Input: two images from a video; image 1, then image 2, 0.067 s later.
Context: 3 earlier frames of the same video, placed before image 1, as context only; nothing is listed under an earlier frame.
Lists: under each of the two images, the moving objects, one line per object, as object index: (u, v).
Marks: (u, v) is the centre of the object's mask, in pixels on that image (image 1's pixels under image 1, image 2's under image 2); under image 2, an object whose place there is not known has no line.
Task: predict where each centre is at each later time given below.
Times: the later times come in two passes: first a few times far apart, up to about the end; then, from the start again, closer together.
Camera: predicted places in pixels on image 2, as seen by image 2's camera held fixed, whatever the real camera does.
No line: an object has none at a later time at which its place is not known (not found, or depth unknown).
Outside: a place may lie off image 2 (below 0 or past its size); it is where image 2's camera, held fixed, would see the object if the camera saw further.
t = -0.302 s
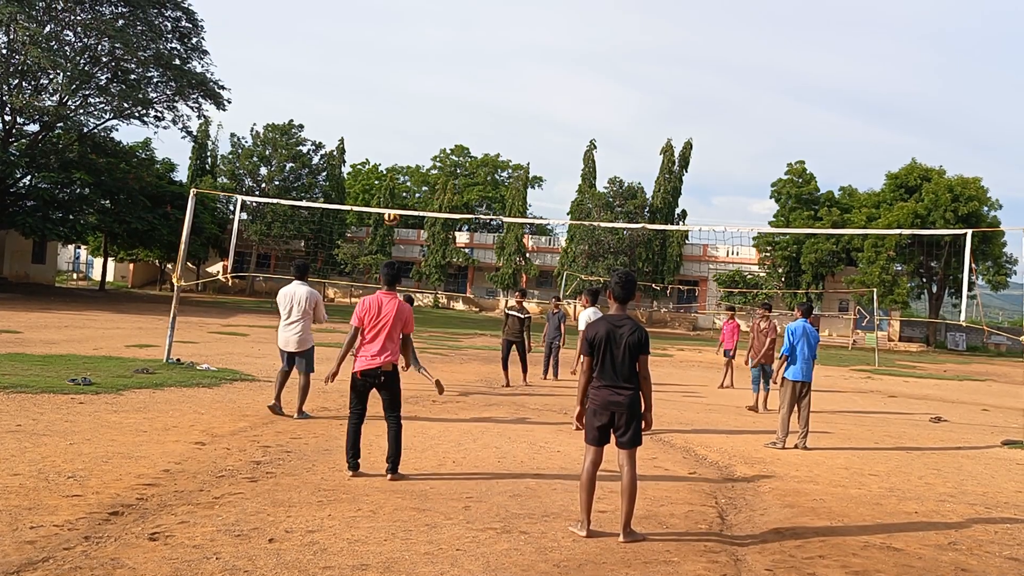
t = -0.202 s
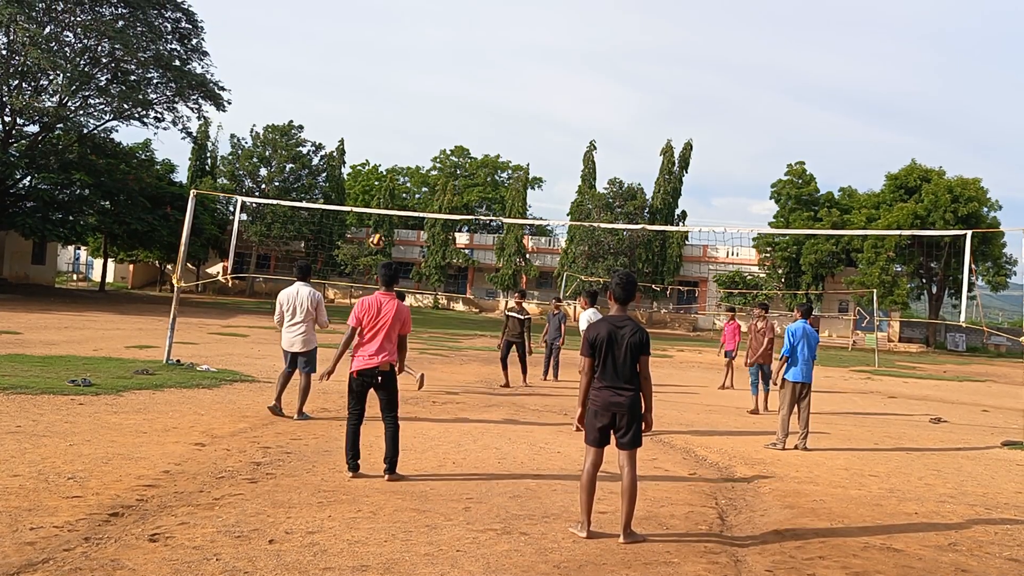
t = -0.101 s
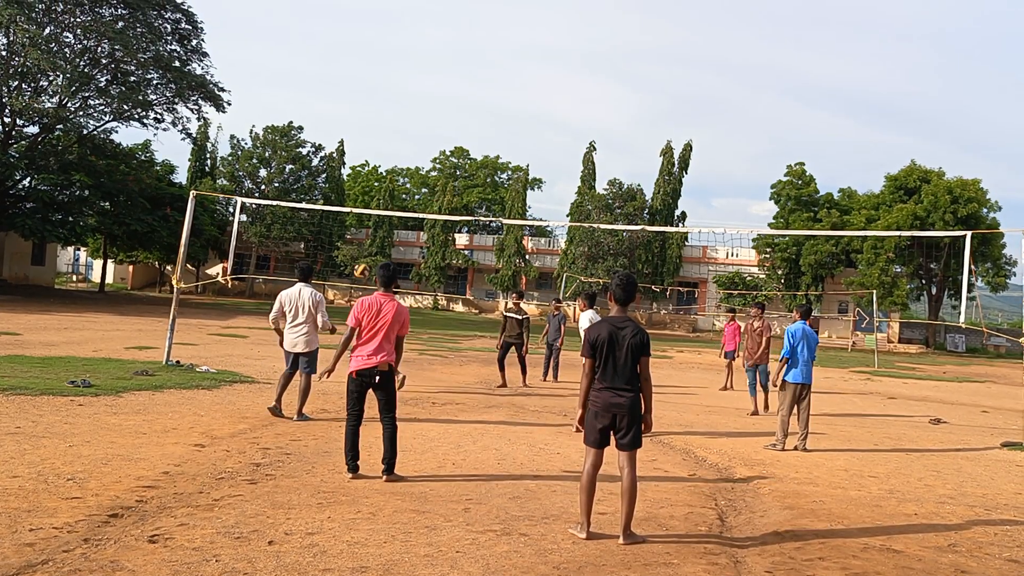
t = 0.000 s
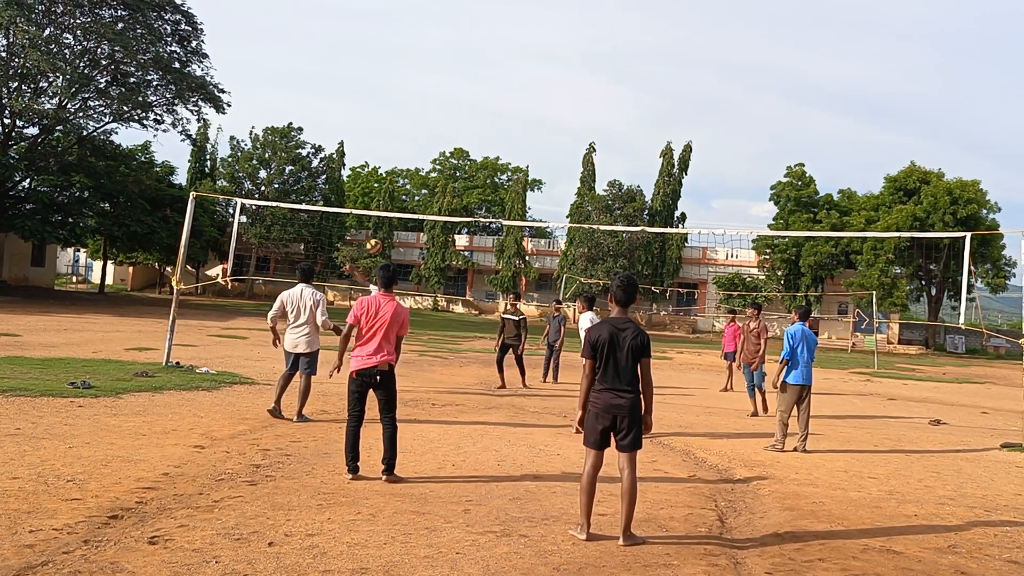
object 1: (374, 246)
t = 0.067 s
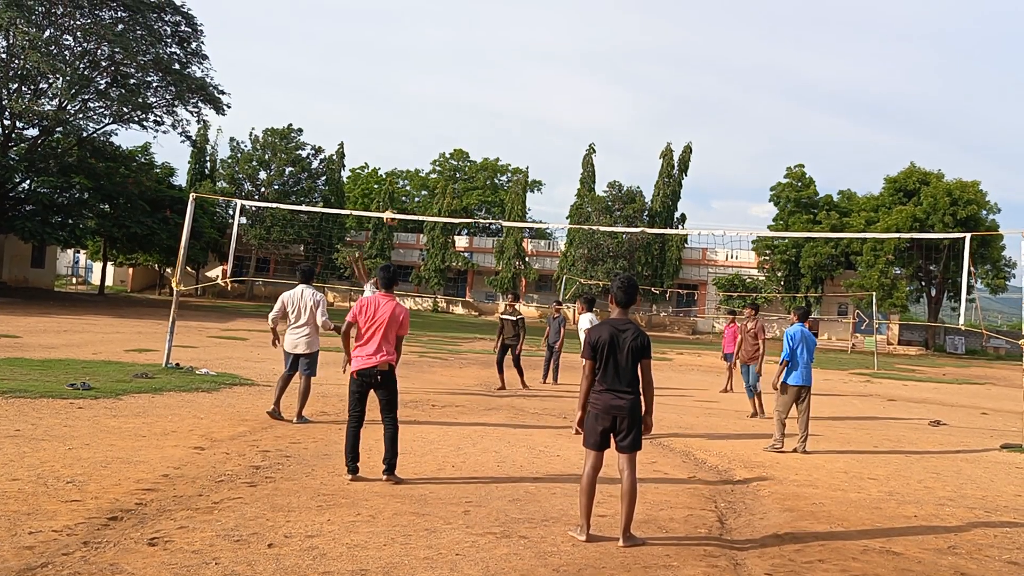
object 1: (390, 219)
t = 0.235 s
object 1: (430, 154)
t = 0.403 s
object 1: (467, 113)
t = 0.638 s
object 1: (514, 88)
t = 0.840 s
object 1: (551, 95)
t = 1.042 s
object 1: (584, 126)
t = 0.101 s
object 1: (399, 202)
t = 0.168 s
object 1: (414, 176)
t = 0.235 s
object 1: (430, 154)
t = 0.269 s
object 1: (438, 144)
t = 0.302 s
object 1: (446, 135)
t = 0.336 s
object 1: (453, 127)
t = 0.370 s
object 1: (460, 120)
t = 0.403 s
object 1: (467, 113)
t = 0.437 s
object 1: (474, 107)
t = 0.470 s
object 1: (481, 102)
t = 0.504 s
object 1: (488, 97)
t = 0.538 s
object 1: (495, 94)
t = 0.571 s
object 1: (501, 91)
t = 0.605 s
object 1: (508, 89)
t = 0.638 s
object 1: (514, 88)
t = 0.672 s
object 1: (520, 87)
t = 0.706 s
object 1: (526, 87)
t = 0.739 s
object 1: (532, 88)
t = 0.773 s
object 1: (539, 89)
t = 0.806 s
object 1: (545, 91)
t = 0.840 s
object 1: (551, 95)
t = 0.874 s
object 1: (557, 98)
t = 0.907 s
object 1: (563, 103)
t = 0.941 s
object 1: (567, 108)
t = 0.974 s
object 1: (573, 113)
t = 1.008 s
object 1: (578, 119)
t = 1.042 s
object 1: (584, 126)
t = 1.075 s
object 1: (589, 134)
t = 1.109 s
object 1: (594, 142)
